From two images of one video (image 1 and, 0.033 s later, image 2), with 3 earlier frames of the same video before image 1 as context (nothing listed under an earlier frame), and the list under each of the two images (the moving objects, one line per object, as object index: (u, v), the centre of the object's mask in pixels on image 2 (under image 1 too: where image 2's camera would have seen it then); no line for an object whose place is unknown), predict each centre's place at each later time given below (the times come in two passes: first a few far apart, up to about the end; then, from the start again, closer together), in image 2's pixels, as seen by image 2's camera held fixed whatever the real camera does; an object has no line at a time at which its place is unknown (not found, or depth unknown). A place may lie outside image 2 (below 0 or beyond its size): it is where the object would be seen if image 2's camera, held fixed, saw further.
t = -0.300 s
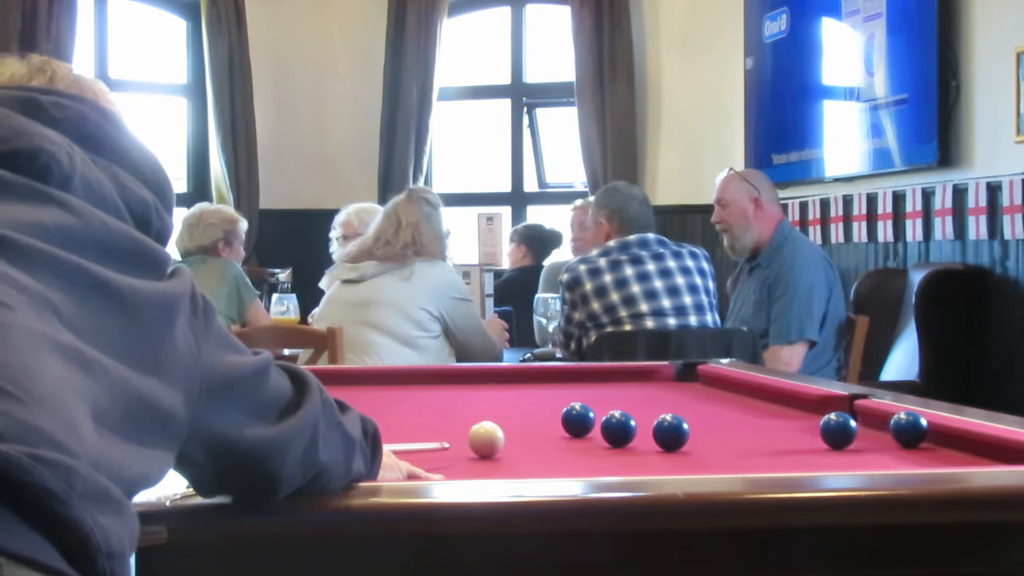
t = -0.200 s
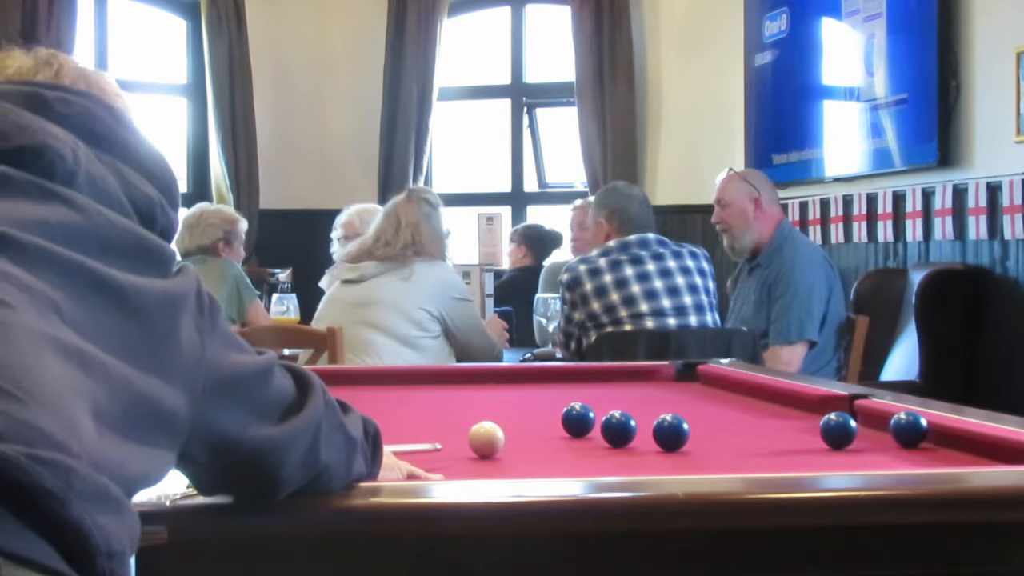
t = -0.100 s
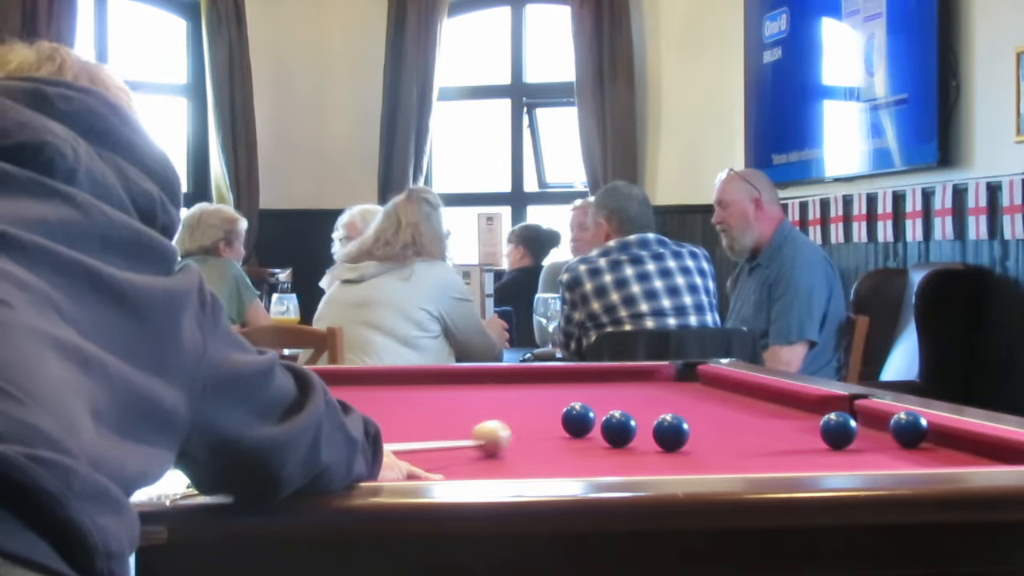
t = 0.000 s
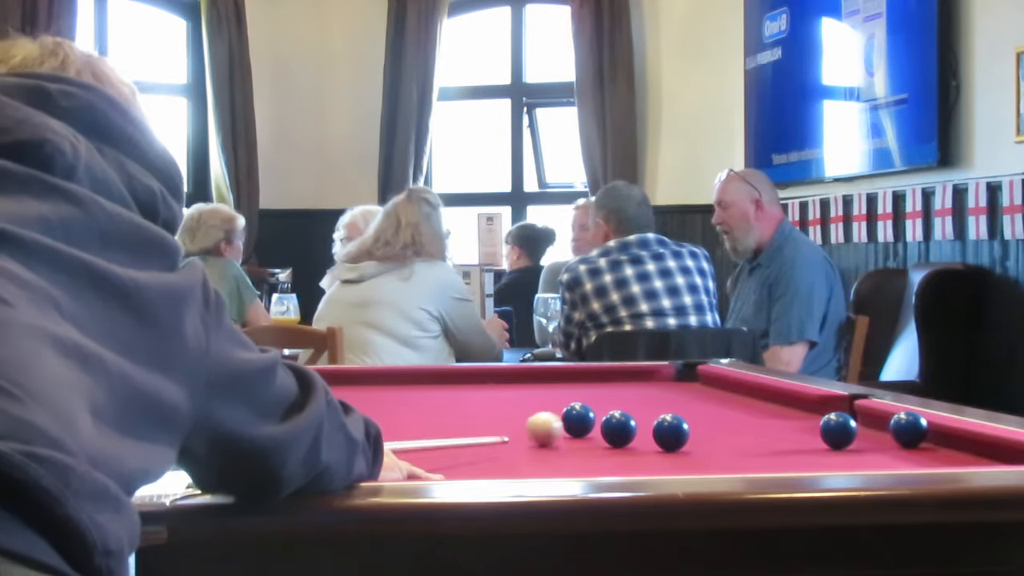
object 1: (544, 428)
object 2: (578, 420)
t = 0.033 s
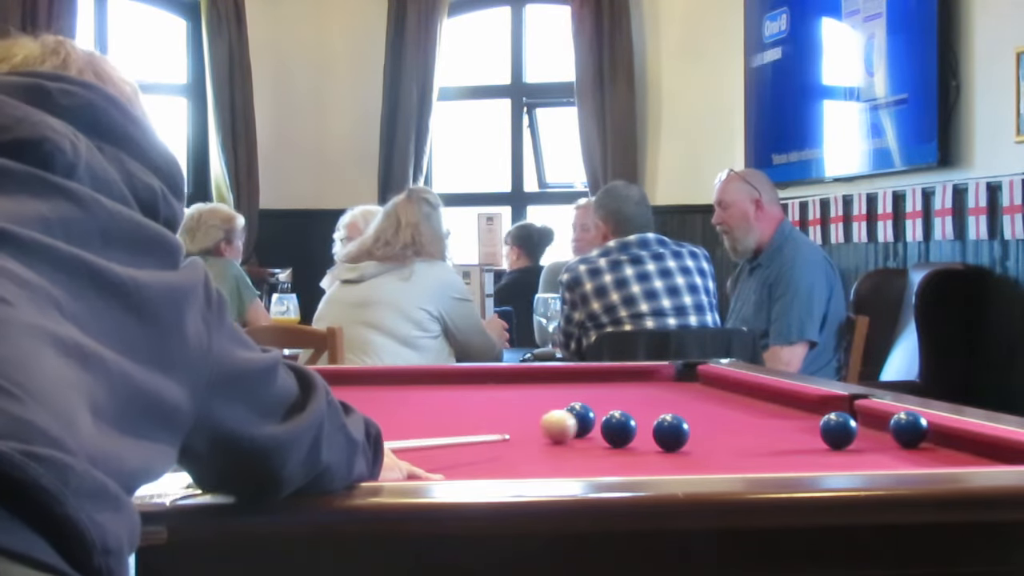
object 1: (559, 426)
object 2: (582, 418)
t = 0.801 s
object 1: (711, 422)
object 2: (628, 396)
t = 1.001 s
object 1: (741, 421)
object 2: (638, 391)
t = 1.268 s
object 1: (777, 420)
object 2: (651, 386)
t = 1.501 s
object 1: (805, 419)
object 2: (661, 381)
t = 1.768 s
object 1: (829, 411)
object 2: (672, 377)
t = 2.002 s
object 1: (855, 413)
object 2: (681, 373)
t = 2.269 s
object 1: (867, 417)
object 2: (680, 371)
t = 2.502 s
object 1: (860, 415)
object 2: (685, 371)
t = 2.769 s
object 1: (857, 414)
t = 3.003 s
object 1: (858, 415)
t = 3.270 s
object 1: (857, 415)
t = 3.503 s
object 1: (858, 415)
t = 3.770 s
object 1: (858, 415)
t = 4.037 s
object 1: (858, 415)
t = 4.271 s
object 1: (858, 415)
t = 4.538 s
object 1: (858, 415)
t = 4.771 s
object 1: (858, 415)
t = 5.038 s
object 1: (858, 414)
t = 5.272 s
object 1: (858, 414)
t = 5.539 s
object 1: (858, 414)
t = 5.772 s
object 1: (858, 414)
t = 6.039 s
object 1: (858, 415)
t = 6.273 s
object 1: (858, 414)
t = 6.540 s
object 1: (858, 414)
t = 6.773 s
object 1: (858, 415)
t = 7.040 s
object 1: (858, 415)
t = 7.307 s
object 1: (858, 414)
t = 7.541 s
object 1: (858, 414)
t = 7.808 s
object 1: (857, 415)
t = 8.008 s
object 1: (858, 415)
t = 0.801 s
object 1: (711, 422)
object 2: (628, 396)
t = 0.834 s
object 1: (716, 422)
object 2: (630, 395)
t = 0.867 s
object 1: (721, 421)
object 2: (631, 395)
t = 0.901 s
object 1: (726, 421)
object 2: (633, 394)
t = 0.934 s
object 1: (731, 421)
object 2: (635, 393)
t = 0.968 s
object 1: (736, 421)
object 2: (636, 392)
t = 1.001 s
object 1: (741, 421)
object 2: (638, 391)
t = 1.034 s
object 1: (746, 421)
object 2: (640, 391)
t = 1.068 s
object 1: (751, 421)
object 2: (641, 390)
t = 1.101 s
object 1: (756, 421)
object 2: (643, 389)
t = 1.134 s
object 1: (760, 421)
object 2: (645, 388)
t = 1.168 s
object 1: (764, 420)
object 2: (646, 388)
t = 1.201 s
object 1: (769, 420)
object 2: (648, 387)
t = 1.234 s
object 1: (773, 420)
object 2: (650, 386)
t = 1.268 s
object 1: (777, 420)
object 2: (651, 386)
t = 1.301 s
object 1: (782, 420)
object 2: (653, 385)
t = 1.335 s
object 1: (786, 420)
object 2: (654, 384)
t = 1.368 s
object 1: (790, 420)
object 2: (656, 384)
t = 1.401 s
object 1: (793, 420)
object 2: (657, 383)
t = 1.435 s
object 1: (797, 420)
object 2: (658, 382)
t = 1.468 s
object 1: (801, 420)
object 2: (660, 382)
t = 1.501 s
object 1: (805, 419)
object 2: (661, 381)
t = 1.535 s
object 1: (808, 419)
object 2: (663, 381)
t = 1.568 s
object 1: (810, 418)
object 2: (664, 380)
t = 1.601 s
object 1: (813, 418)
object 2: (665, 380)
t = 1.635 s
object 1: (815, 417)
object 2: (667, 379)
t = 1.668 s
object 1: (818, 416)
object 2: (668, 378)
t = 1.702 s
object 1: (821, 414)
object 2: (670, 378)
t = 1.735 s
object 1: (825, 411)
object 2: (671, 377)
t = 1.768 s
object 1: (829, 411)
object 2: (672, 377)
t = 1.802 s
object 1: (833, 410)
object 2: (674, 376)
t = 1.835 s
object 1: (838, 409)
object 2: (675, 376)
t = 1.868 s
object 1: (842, 410)
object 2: (676, 375)
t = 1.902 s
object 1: (846, 410)
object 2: (677, 375)
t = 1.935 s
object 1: (850, 411)
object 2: (678, 374)
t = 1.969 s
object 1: (853, 412)
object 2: (679, 374)
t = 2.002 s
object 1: (855, 413)
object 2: (681, 373)
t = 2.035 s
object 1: (858, 415)
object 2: (682, 373)
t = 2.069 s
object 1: (860, 415)
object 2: (683, 372)
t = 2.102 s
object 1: (862, 416)
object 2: (684, 372)
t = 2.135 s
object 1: (864, 416)
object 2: (685, 372)
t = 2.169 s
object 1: (866, 417)
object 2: (684, 371)
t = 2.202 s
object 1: (868, 417)
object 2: (683, 371)
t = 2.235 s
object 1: (869, 418)
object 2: (682, 371)
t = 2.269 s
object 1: (867, 417)
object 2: (680, 371)
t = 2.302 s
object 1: (866, 417)
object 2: (679, 370)
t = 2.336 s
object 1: (865, 417)
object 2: (677, 370)
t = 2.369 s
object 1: (864, 416)
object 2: (676, 369)
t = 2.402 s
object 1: (862, 416)
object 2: (679, 370)
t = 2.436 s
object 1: (862, 416)
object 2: (682, 370)
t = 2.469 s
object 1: (862, 416)
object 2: (684, 371)
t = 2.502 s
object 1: (860, 415)
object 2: (685, 371)
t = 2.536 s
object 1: (860, 415)
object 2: (689, 375)
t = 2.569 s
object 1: (860, 415)
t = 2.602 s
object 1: (858, 415)
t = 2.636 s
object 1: (859, 415)
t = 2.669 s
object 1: (858, 415)
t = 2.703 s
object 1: (858, 415)
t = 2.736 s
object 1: (857, 414)
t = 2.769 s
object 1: (857, 414)
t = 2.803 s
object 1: (857, 414)
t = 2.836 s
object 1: (858, 415)
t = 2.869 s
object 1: (857, 414)
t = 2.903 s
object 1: (857, 414)
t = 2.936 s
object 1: (858, 415)
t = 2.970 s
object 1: (857, 414)
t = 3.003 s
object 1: (858, 415)
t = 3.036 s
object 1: (858, 415)
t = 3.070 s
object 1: (858, 415)
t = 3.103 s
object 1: (857, 414)
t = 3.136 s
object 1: (858, 415)
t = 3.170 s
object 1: (858, 415)
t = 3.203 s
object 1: (857, 415)
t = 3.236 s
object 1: (858, 415)
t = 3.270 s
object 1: (857, 415)
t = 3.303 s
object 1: (857, 414)
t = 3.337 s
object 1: (858, 415)
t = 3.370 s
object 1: (857, 414)
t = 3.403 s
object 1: (857, 414)
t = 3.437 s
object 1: (857, 414)
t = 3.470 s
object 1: (857, 414)
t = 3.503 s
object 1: (858, 415)
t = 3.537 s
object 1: (858, 415)
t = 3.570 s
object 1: (857, 414)
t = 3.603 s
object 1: (858, 414)
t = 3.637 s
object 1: (858, 415)
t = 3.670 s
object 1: (857, 414)
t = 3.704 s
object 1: (858, 415)
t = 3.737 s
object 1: (858, 415)
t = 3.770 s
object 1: (858, 415)
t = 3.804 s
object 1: (857, 414)
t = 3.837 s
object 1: (858, 415)
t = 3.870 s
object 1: (858, 415)
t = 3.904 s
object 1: (858, 415)
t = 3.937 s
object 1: (857, 415)
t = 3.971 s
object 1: (858, 415)
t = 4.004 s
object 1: (858, 415)
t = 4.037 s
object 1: (858, 415)
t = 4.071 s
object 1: (859, 417)
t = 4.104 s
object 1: (858, 415)
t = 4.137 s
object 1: (858, 415)
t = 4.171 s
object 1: (858, 415)
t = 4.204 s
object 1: (858, 415)
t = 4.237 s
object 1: (858, 415)
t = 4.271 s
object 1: (858, 415)
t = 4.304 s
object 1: (858, 415)
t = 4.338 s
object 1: (858, 415)
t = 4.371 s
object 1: (858, 415)
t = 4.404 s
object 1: (858, 415)
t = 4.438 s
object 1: (858, 415)
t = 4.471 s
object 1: (858, 415)
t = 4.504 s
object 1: (858, 415)
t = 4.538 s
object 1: (858, 415)
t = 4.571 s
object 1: (858, 415)
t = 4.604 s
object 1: (858, 415)
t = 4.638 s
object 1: (858, 415)
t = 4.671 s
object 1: (858, 415)
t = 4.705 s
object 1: (858, 415)
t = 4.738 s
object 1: (858, 415)
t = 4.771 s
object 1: (858, 415)
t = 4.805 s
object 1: (858, 415)
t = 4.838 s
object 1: (858, 414)
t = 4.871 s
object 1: (858, 415)
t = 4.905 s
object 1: (858, 415)
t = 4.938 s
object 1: (858, 414)
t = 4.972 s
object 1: (858, 415)
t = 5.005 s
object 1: (858, 414)
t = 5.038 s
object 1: (858, 414)
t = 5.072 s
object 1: (858, 415)
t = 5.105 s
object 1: (858, 415)
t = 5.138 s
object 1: (858, 414)
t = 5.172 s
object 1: (858, 414)
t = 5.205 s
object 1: (858, 415)
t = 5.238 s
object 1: (858, 414)
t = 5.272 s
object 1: (858, 414)
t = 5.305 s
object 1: (858, 415)
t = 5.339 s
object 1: (858, 415)
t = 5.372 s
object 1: (858, 414)
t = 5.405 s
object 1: (858, 414)
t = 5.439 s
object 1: (858, 414)
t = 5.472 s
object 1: (858, 414)
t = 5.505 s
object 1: (858, 414)
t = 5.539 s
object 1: (858, 414)
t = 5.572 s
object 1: (858, 414)
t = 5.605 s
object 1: (858, 414)
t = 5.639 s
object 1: (858, 415)
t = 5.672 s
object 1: (858, 414)
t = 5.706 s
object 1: (858, 414)
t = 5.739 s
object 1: (858, 415)
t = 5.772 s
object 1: (858, 414)
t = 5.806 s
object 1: (858, 415)
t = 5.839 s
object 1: (858, 414)
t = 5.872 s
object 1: (858, 415)
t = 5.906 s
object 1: (858, 414)
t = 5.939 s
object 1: (858, 414)
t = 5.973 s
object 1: (858, 414)
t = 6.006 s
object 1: (858, 414)
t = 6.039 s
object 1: (858, 415)
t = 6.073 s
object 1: (858, 414)
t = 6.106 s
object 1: (858, 414)
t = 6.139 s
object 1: (858, 414)
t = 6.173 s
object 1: (858, 414)
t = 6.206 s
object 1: (858, 414)
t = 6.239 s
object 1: (858, 414)
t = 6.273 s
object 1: (858, 414)
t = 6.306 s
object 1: (858, 415)
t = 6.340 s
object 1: (858, 414)
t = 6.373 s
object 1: (858, 415)
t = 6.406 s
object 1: (858, 414)
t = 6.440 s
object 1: (858, 414)
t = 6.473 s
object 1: (858, 415)
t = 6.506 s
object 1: (858, 414)
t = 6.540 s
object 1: (858, 414)
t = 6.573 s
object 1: (858, 414)
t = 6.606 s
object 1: (858, 414)
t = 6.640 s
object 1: (858, 414)
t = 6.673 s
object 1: (858, 414)
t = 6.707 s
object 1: (858, 414)
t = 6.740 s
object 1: (858, 414)
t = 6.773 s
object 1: (858, 415)
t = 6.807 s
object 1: (858, 415)
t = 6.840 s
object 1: (858, 414)
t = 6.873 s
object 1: (858, 414)
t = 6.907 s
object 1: (858, 415)
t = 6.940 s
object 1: (858, 414)
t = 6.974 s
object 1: (858, 414)
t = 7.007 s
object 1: (858, 414)
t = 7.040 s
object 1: (858, 415)
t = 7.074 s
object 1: (858, 415)
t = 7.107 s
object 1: (858, 414)
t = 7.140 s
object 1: (858, 414)
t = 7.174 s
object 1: (858, 414)
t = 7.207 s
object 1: (858, 415)
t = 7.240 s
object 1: (858, 414)
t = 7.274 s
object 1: (858, 414)
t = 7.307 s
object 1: (858, 414)
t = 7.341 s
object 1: (858, 414)
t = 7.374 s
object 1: (858, 415)
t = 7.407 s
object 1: (858, 414)
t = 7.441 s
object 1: (858, 414)
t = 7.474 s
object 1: (858, 415)
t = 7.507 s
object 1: (858, 414)
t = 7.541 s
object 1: (858, 414)
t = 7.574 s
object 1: (858, 414)
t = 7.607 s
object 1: (858, 415)
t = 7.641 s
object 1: (858, 415)
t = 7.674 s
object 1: (858, 414)
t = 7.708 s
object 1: (858, 415)
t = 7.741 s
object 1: (858, 415)
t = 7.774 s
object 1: (857, 415)
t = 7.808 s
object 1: (857, 415)
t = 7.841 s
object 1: (857, 414)
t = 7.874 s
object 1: (858, 415)
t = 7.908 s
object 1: (857, 414)
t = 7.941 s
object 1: (858, 415)
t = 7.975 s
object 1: (857, 414)
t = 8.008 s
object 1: (858, 415)
